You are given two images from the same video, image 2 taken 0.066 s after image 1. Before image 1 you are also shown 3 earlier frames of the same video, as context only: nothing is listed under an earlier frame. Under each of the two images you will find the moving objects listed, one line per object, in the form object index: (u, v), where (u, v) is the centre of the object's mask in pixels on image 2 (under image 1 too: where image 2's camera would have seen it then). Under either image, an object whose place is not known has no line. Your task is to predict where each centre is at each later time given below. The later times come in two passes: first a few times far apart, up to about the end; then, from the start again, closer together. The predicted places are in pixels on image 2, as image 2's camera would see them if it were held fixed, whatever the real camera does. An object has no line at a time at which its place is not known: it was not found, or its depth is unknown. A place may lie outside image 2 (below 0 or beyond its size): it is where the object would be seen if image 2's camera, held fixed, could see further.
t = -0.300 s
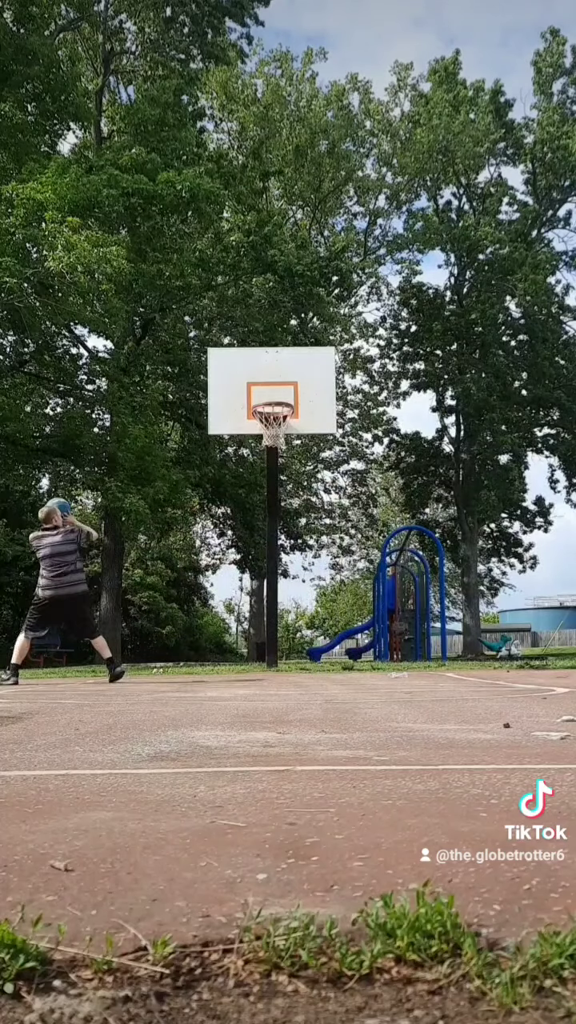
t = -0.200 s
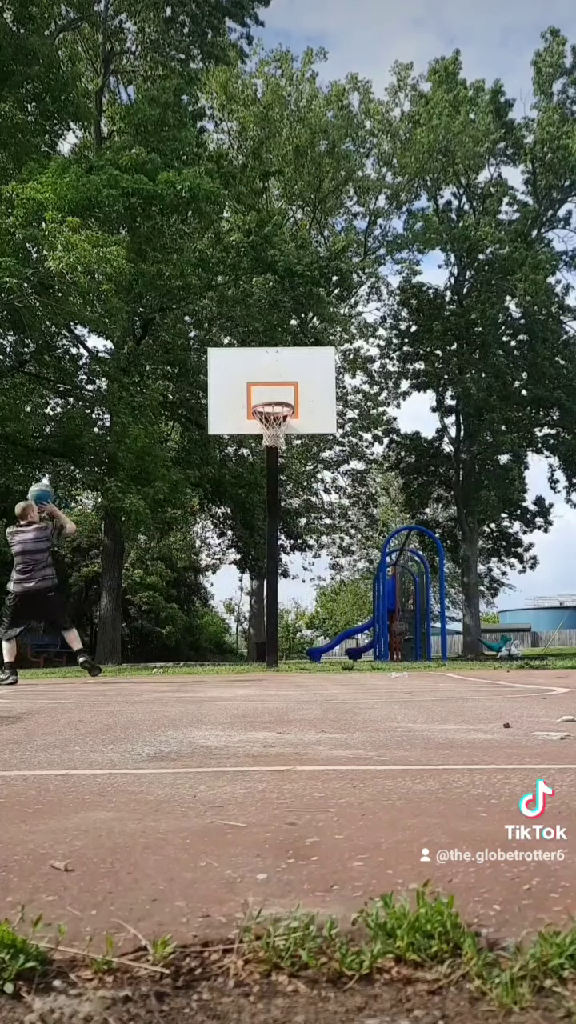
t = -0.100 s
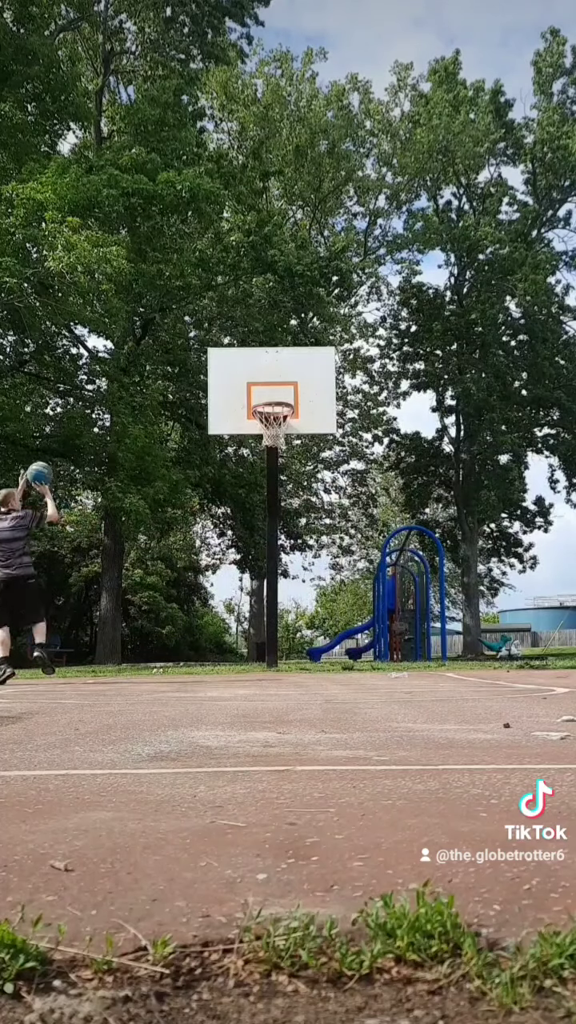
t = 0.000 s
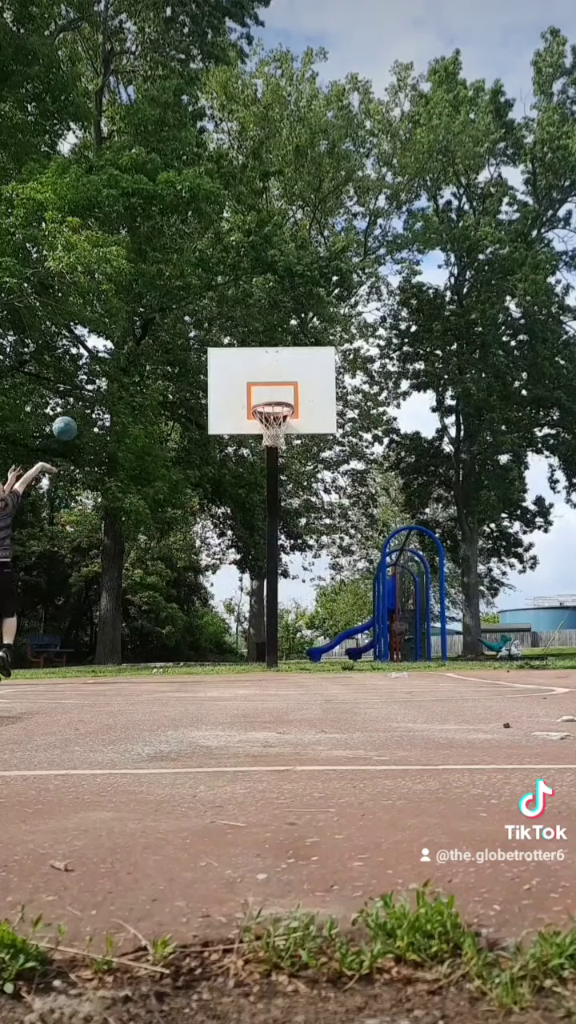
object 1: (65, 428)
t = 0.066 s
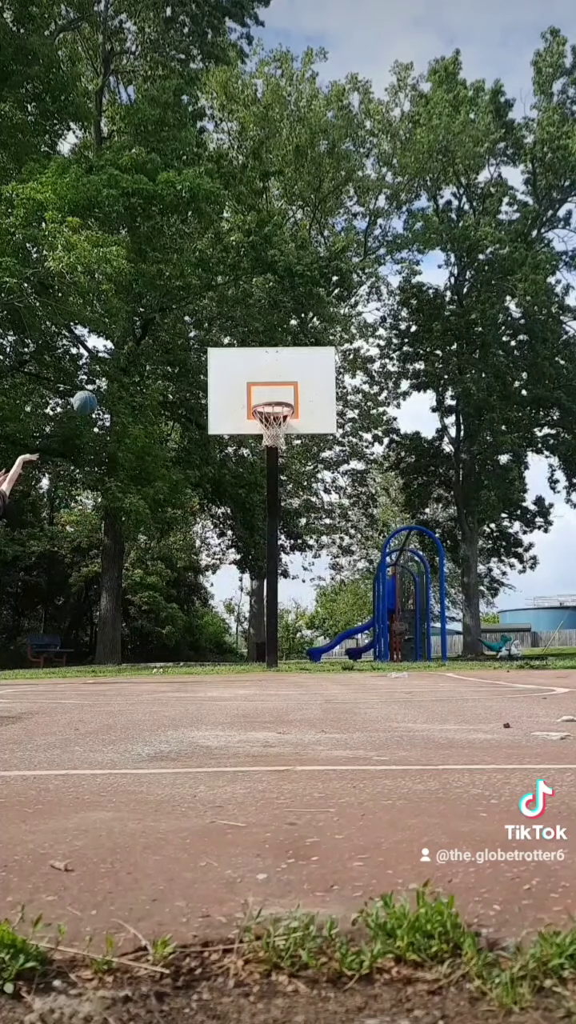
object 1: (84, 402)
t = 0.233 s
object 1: (131, 358)
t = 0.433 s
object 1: (181, 341)
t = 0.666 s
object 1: (235, 363)
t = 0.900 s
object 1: (284, 422)
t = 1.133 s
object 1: (283, 442)
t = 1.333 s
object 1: (276, 481)
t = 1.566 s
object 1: (270, 574)
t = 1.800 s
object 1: (260, 631)
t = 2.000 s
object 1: (248, 550)
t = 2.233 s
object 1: (233, 501)
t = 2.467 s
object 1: (217, 499)
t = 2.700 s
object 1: (201, 548)
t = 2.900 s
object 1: (184, 634)
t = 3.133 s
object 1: (171, 597)
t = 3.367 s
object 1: (159, 541)
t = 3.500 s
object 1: (150, 532)
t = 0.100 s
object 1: (94, 392)
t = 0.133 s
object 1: (104, 382)
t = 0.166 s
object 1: (113, 372)
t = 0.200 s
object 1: (122, 365)
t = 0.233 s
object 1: (131, 358)
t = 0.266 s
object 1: (140, 353)
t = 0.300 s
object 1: (148, 348)
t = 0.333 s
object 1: (157, 345)
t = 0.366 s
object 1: (165, 342)
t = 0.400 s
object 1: (173, 341)
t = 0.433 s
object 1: (181, 341)
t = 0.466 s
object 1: (189, 341)
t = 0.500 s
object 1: (197, 342)
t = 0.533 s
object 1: (205, 345)
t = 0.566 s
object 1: (212, 348)
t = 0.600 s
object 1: (220, 352)
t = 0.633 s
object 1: (228, 358)
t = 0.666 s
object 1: (235, 363)
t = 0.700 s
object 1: (242, 370)
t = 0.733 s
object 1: (249, 377)
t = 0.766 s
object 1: (257, 386)
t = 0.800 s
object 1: (264, 394)
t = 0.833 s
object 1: (272, 399)
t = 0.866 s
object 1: (279, 416)
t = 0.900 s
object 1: (284, 422)
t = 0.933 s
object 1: (284, 425)
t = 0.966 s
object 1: (285, 426)
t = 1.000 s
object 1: (285, 427)
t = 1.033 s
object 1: (283, 428)
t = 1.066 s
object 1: (282, 430)
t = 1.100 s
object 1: (282, 432)
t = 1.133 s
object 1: (283, 442)
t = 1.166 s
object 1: (280, 445)
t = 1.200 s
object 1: (280, 447)
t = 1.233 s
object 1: (278, 455)
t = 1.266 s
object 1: (277, 463)
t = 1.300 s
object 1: (277, 472)
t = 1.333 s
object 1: (276, 481)
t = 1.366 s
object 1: (274, 491)
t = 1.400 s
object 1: (273, 503)
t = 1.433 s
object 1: (273, 515)
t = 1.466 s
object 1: (272, 528)
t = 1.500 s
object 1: (271, 543)
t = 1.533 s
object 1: (271, 558)
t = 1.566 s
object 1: (270, 574)
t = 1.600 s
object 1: (269, 591)
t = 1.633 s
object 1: (268, 610)
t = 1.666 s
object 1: (266, 630)
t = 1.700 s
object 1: (266, 650)
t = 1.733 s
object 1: (265, 665)
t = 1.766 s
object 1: (262, 647)
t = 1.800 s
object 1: (260, 631)
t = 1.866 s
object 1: (256, 599)
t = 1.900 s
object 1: (254, 586)
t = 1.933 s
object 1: (253, 573)
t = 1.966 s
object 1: (250, 561)
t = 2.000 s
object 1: (248, 550)
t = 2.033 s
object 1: (246, 540)
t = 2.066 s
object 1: (244, 531)
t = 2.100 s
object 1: (242, 523)
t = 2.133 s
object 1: (240, 516)
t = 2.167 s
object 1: (238, 510)
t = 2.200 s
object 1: (235, 505)
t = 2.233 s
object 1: (233, 501)
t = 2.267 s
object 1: (231, 498)
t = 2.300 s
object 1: (229, 495)
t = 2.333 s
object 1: (227, 494)
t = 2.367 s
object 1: (224, 494)
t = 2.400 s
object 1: (222, 494)
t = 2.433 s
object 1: (220, 496)
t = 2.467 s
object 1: (217, 499)
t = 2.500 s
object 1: (215, 502)
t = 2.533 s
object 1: (213, 508)
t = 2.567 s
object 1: (210, 514)
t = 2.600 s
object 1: (208, 521)
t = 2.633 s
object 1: (206, 528)
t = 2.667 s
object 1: (203, 537)
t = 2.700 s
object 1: (201, 548)
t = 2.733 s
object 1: (198, 559)
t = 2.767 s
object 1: (195, 571)
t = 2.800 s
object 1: (193, 585)
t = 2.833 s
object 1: (190, 600)
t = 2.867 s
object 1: (187, 616)
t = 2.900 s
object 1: (184, 634)
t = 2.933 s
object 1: (181, 652)
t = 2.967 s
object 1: (179, 670)
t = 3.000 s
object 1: (177, 655)
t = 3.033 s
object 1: (176, 639)
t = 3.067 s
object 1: (174, 624)
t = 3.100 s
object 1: (173, 611)
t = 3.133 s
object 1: (171, 597)
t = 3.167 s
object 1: (169, 587)
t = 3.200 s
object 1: (167, 576)
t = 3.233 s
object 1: (166, 567)
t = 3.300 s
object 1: (163, 551)
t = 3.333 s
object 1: (160, 546)
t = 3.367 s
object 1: (159, 541)
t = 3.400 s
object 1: (157, 537)
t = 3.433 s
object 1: (155, 534)
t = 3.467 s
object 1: (153, 533)
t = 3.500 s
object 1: (150, 532)
